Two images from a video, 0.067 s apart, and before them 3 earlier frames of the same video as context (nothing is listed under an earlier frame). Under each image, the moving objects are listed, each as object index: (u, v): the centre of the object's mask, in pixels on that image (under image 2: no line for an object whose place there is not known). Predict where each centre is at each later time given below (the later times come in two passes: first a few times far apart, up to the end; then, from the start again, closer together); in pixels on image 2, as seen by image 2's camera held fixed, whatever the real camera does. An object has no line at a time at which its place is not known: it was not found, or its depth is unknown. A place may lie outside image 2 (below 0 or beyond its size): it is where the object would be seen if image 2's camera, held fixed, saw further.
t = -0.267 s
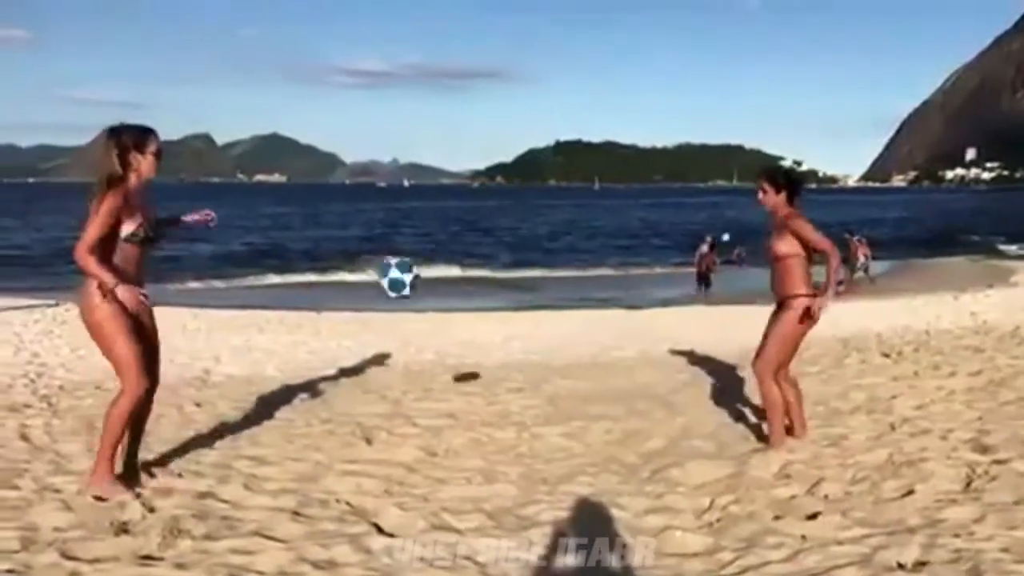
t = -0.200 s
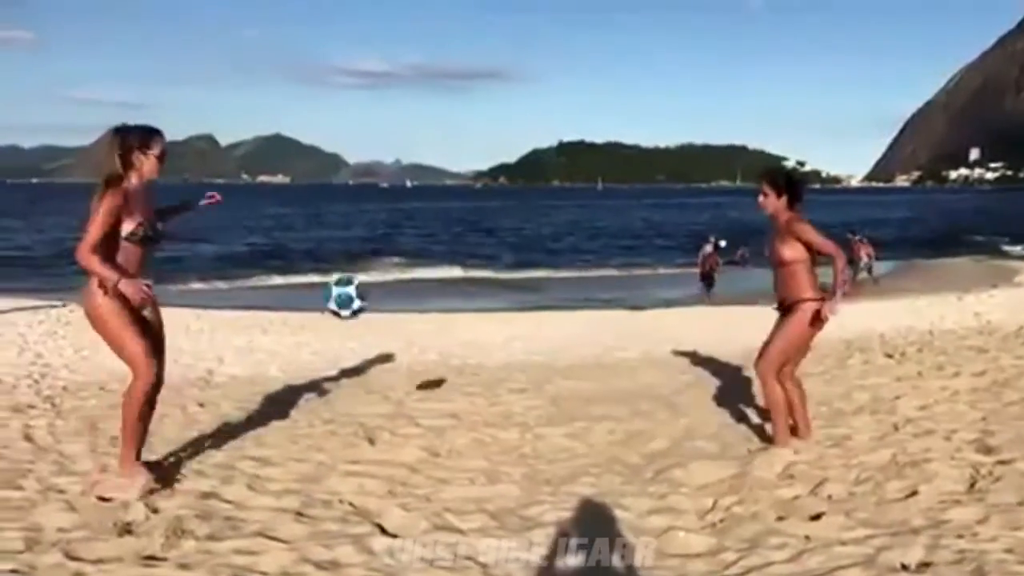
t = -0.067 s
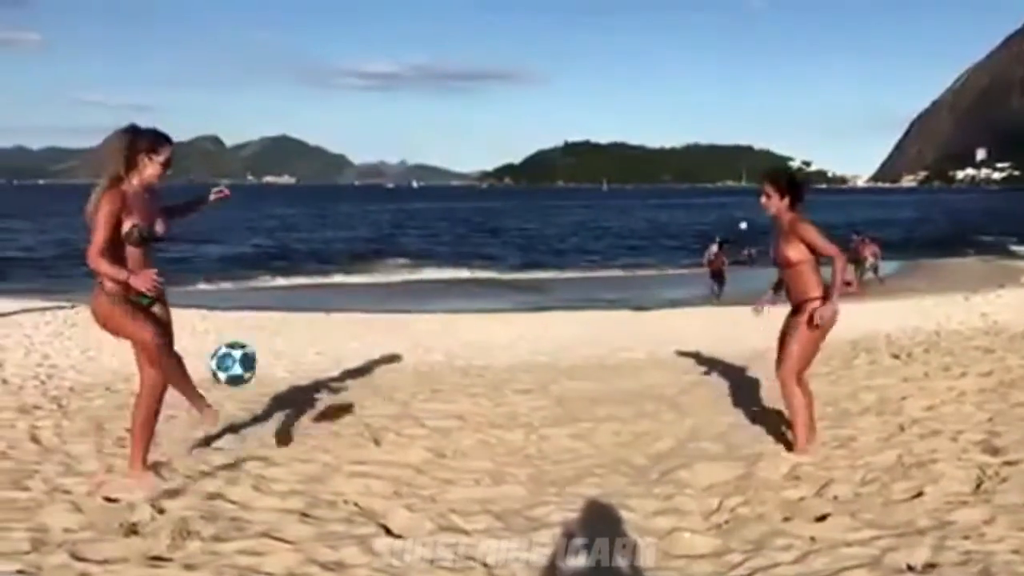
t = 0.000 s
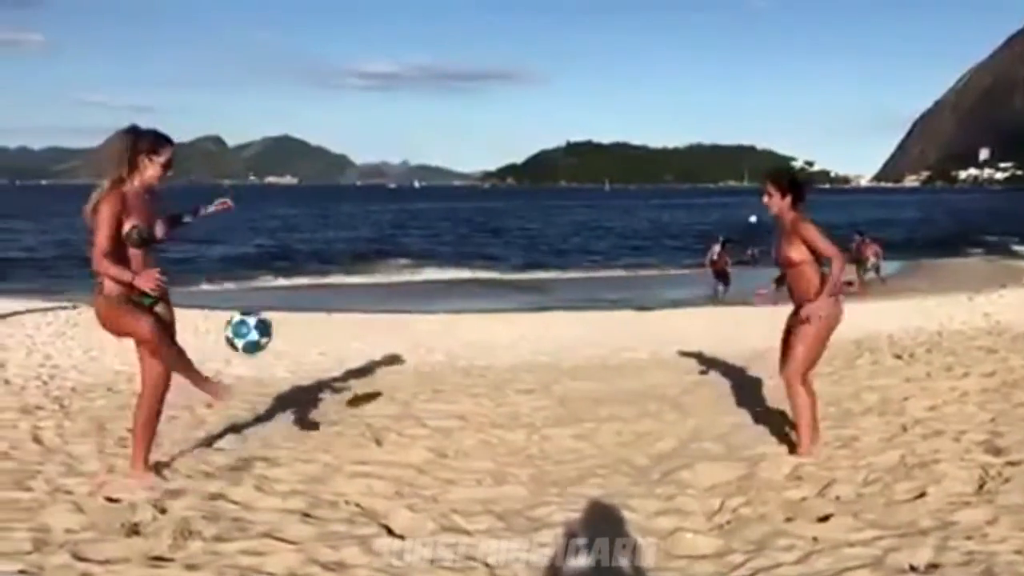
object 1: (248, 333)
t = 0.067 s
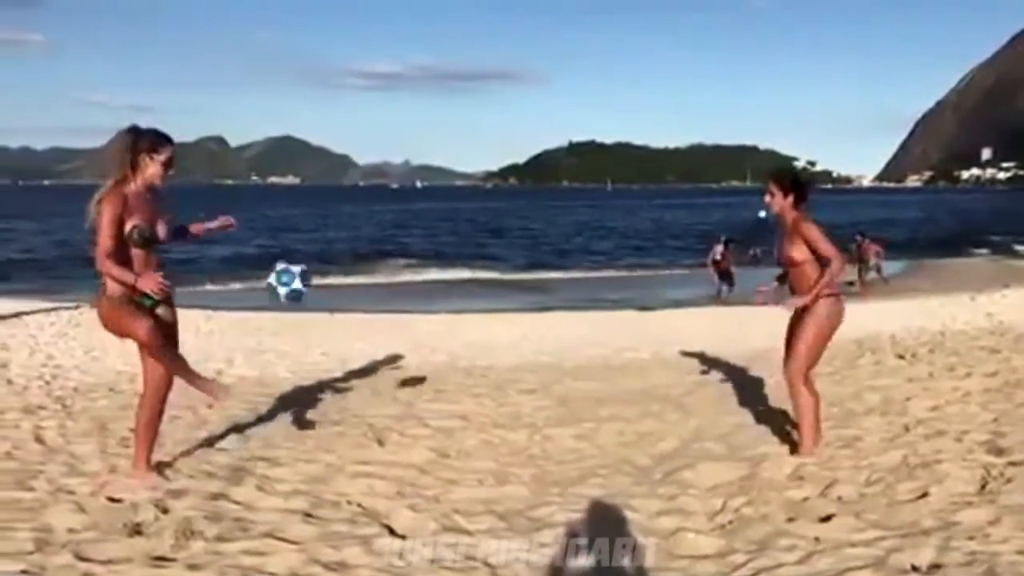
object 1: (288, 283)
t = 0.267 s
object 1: (397, 185)
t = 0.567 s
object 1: (542, 192)
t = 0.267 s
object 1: (397, 185)
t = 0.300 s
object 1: (414, 176)
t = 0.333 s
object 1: (431, 170)
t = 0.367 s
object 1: (449, 167)
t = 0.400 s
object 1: (465, 167)
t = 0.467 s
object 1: (494, 171)
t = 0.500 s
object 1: (512, 176)
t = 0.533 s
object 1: (526, 182)
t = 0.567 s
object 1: (542, 192)
